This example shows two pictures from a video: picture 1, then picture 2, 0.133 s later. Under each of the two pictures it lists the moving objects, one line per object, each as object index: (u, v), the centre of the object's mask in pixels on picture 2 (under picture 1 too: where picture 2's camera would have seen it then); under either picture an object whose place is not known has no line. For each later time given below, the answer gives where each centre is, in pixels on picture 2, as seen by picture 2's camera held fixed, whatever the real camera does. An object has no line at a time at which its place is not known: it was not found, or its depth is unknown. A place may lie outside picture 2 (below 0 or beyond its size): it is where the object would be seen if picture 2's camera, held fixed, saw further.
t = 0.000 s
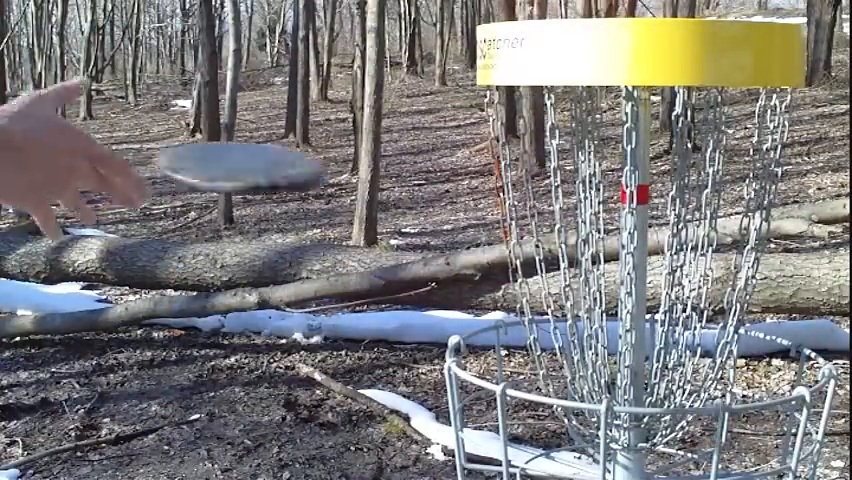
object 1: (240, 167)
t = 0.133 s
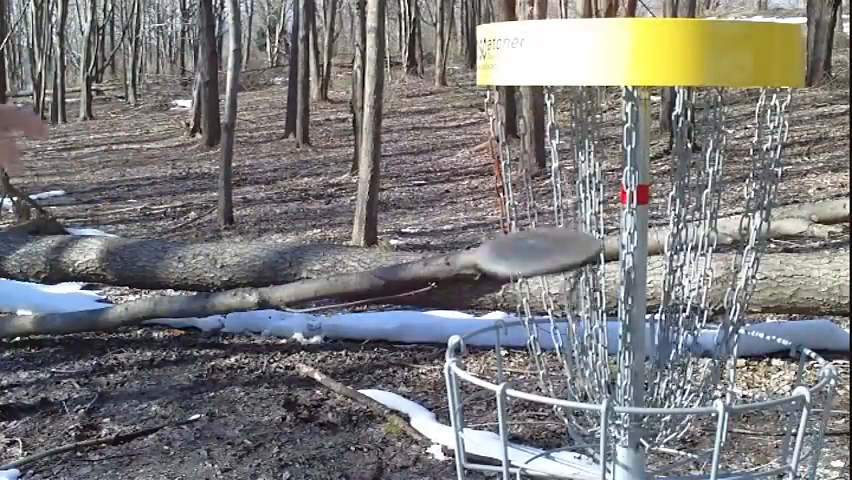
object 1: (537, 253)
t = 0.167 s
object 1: (567, 268)
